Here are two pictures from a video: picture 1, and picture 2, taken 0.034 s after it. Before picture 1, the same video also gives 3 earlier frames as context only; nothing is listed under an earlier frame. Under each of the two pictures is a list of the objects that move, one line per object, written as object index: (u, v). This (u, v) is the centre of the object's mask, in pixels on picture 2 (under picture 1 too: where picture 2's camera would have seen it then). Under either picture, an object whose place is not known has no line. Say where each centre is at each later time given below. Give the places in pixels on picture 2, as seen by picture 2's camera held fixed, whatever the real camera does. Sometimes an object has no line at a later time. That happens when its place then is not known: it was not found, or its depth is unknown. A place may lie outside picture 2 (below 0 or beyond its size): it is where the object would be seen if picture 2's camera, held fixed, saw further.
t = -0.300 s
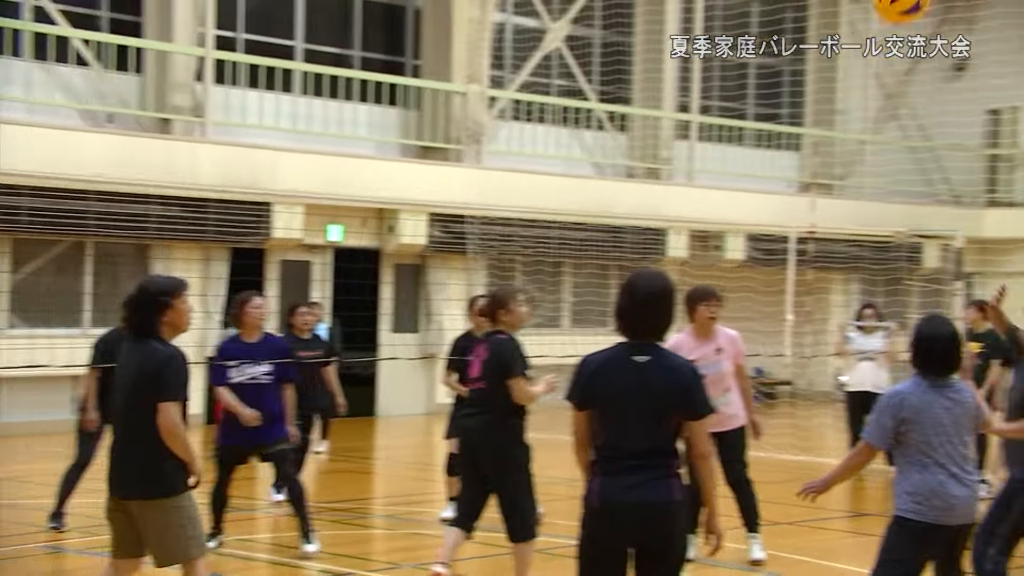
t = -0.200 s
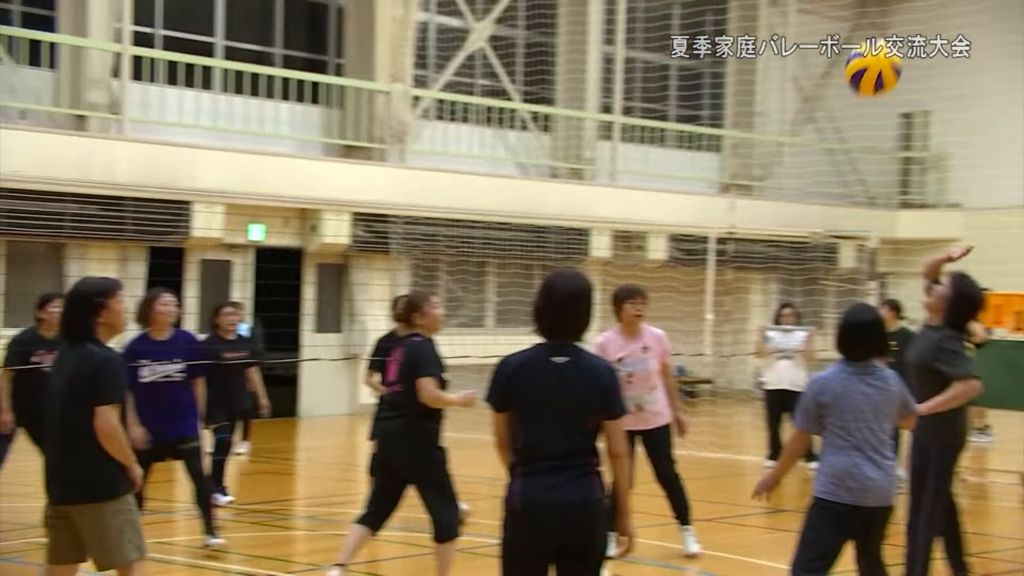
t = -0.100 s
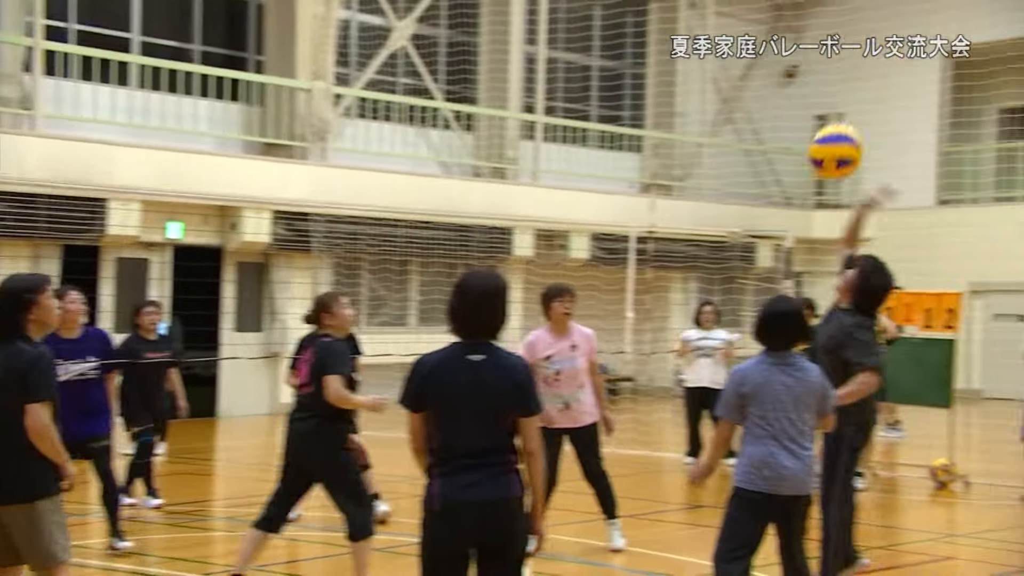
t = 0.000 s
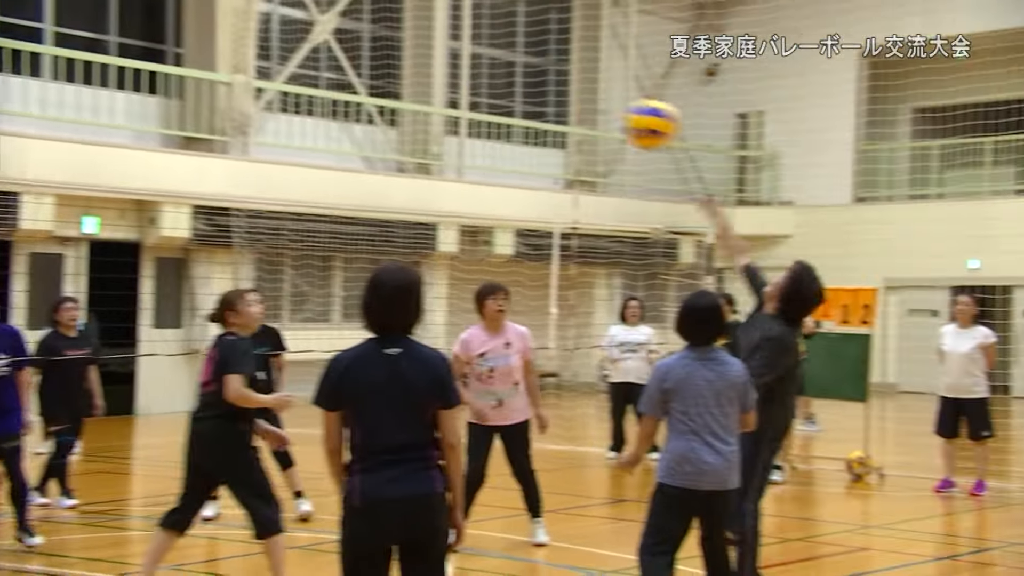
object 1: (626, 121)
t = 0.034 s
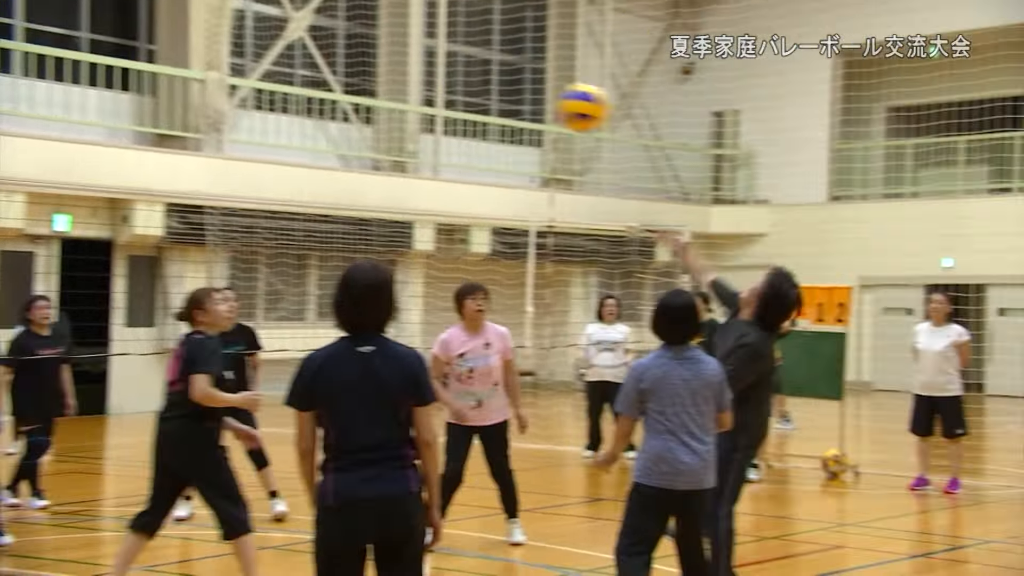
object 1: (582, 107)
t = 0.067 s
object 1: (544, 97)
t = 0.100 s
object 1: (509, 91)
